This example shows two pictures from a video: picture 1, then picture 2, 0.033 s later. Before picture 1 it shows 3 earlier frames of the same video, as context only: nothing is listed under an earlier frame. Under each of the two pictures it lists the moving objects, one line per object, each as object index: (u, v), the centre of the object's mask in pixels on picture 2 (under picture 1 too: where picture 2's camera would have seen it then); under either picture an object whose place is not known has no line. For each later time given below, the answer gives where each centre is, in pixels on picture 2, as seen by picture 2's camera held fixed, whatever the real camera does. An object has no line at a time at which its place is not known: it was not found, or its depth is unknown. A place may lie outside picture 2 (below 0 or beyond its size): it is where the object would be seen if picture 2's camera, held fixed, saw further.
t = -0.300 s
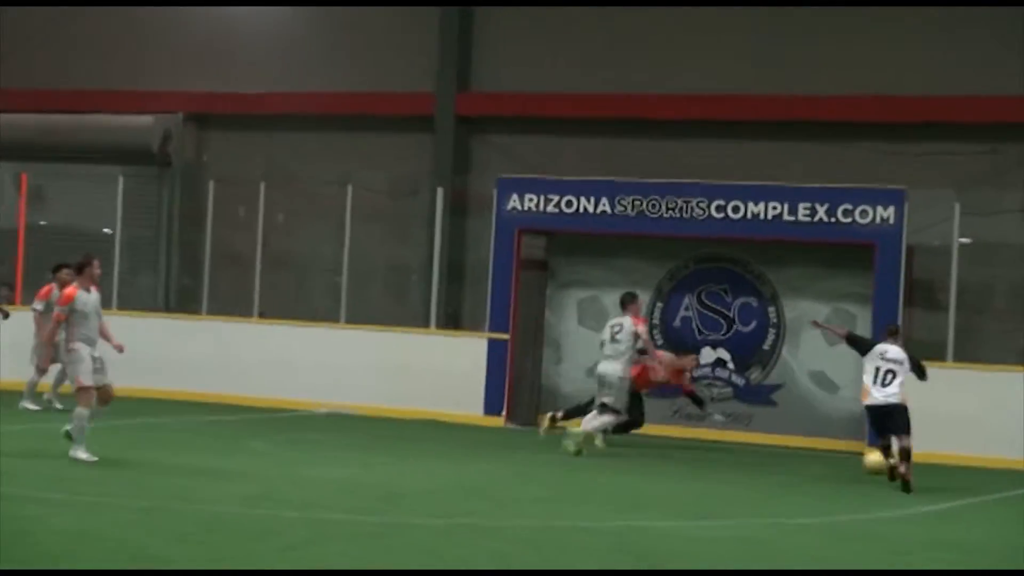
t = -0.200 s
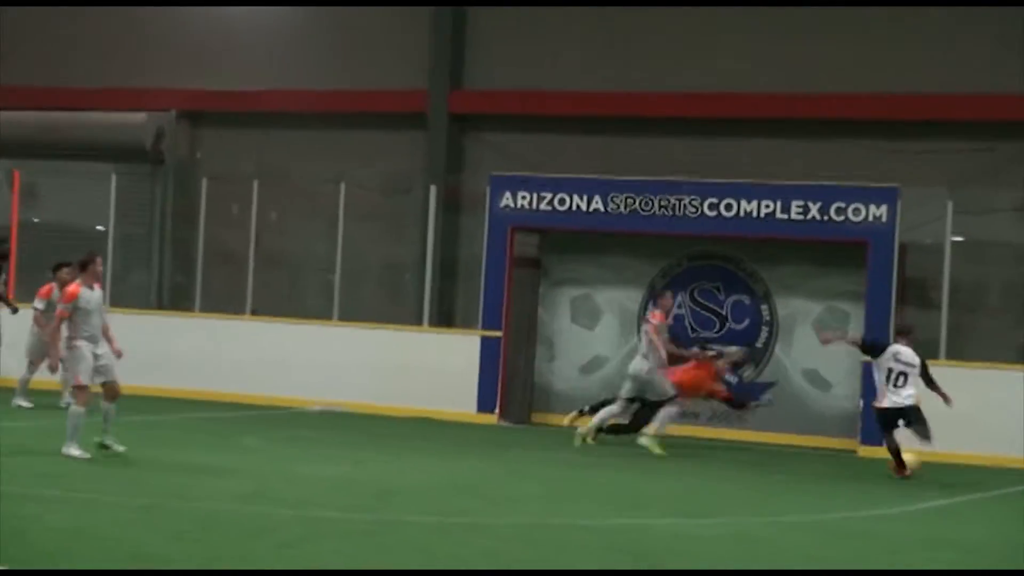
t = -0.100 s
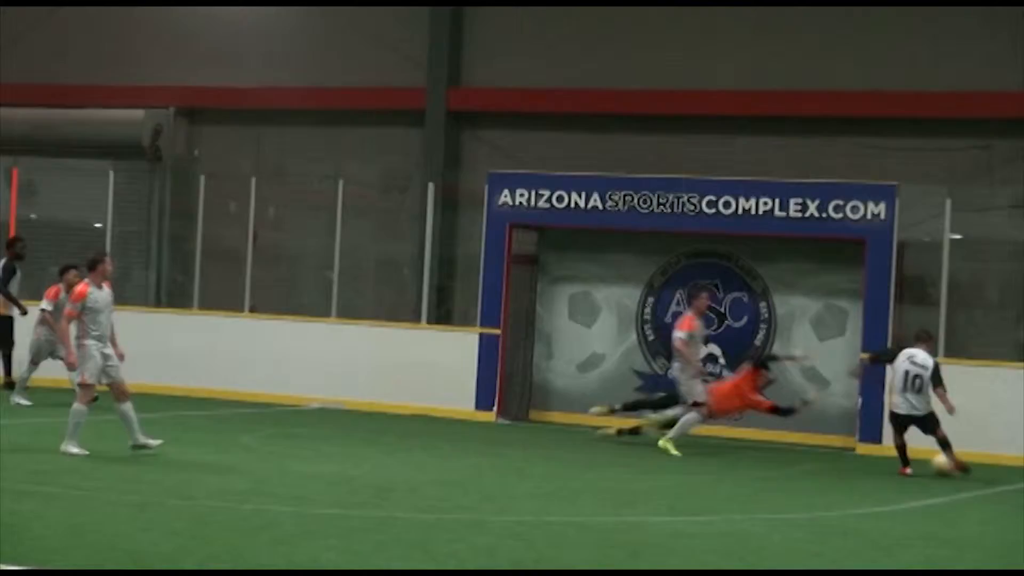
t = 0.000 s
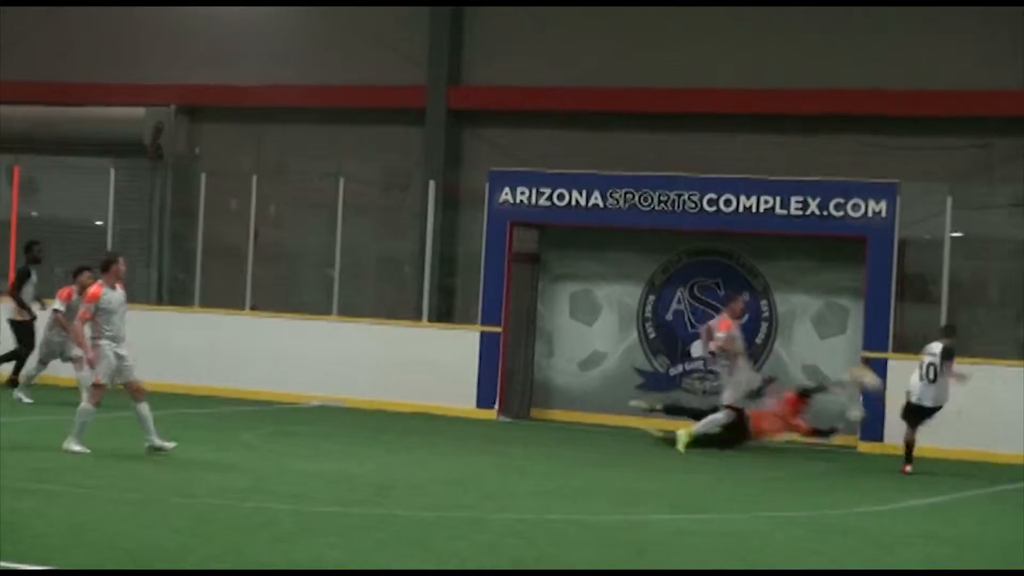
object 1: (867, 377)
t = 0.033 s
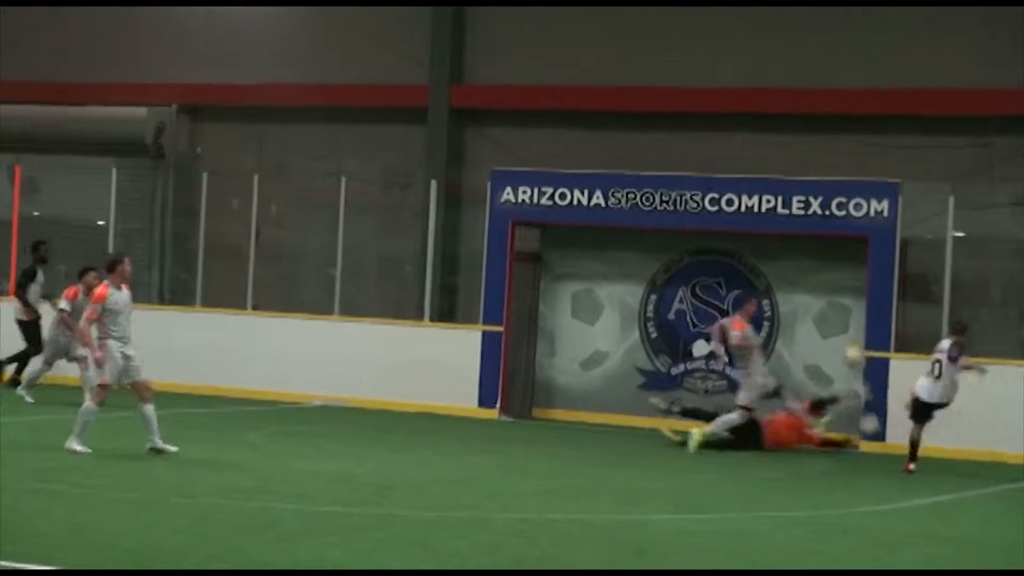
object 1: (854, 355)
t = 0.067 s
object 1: (843, 334)
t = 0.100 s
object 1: (835, 317)
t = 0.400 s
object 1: (735, 233)
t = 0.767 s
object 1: (590, 239)
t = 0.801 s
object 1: (575, 245)
